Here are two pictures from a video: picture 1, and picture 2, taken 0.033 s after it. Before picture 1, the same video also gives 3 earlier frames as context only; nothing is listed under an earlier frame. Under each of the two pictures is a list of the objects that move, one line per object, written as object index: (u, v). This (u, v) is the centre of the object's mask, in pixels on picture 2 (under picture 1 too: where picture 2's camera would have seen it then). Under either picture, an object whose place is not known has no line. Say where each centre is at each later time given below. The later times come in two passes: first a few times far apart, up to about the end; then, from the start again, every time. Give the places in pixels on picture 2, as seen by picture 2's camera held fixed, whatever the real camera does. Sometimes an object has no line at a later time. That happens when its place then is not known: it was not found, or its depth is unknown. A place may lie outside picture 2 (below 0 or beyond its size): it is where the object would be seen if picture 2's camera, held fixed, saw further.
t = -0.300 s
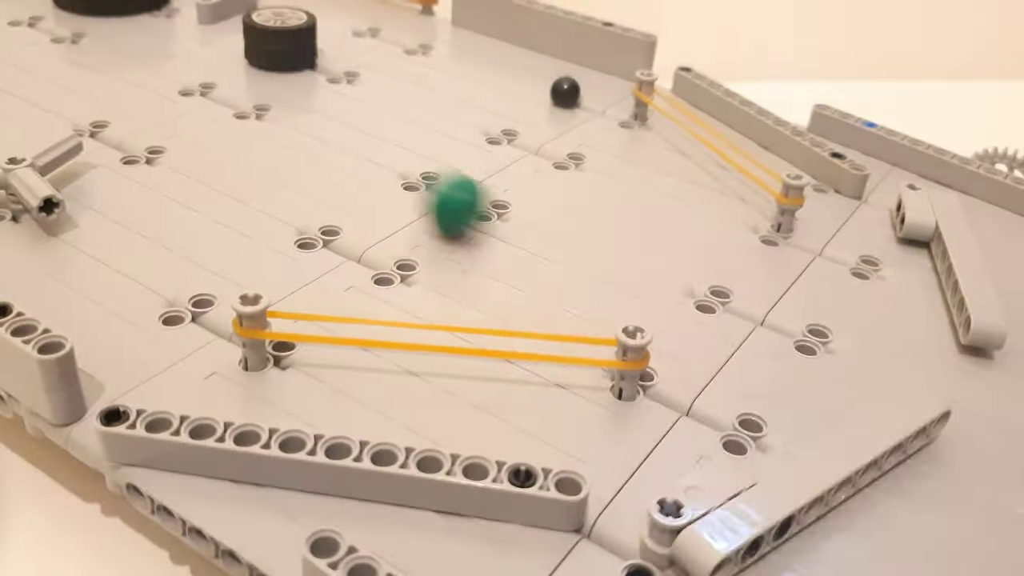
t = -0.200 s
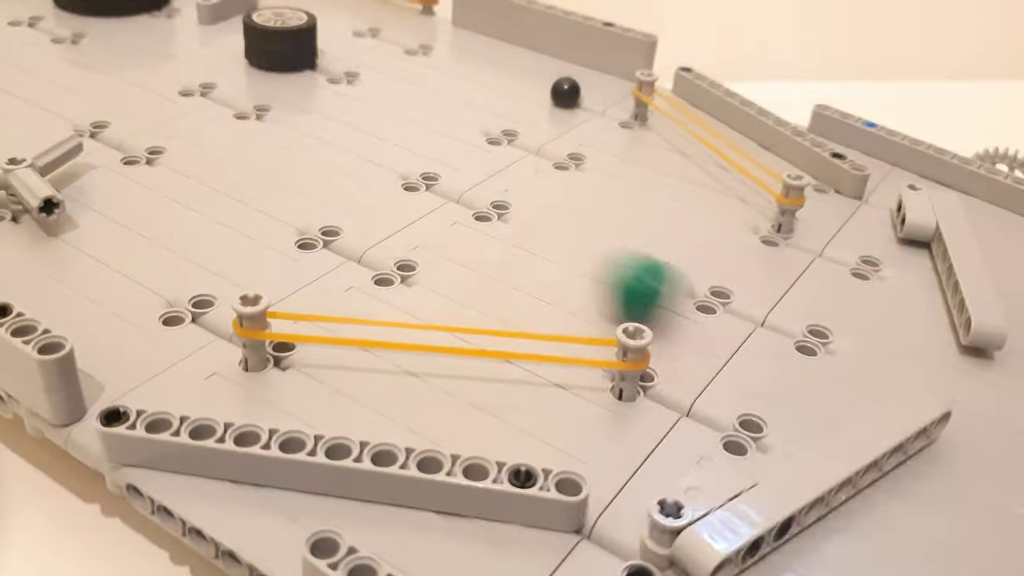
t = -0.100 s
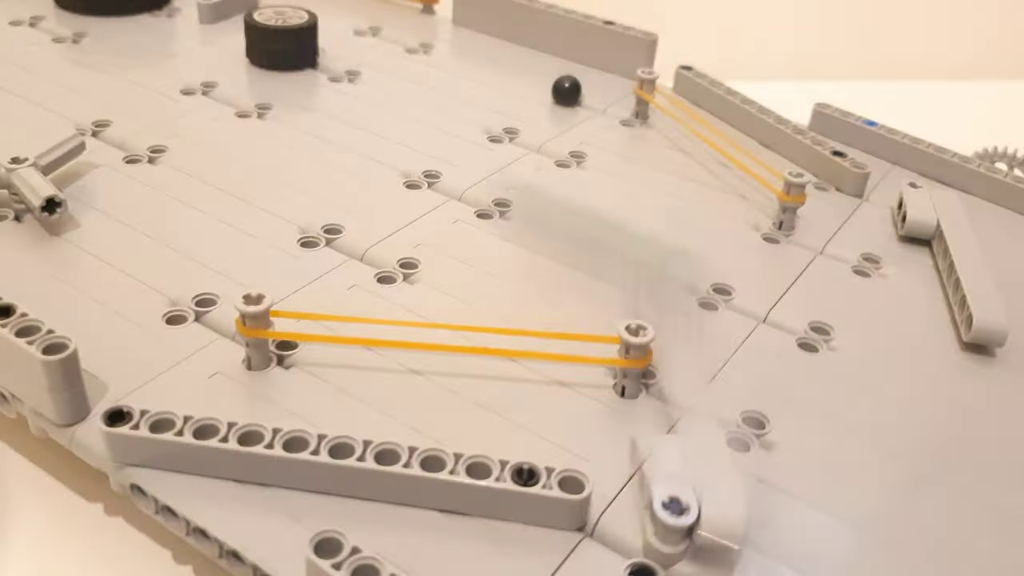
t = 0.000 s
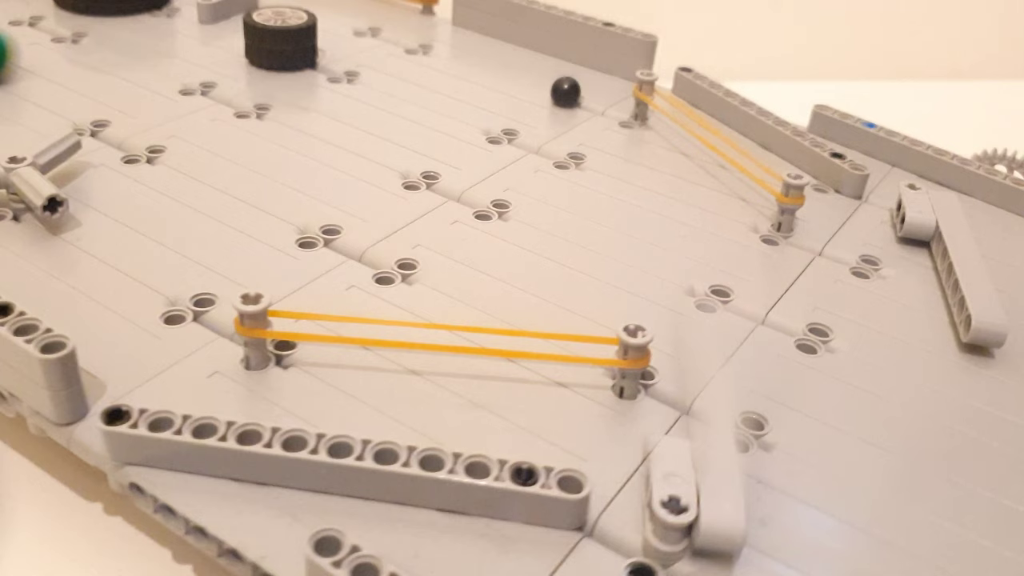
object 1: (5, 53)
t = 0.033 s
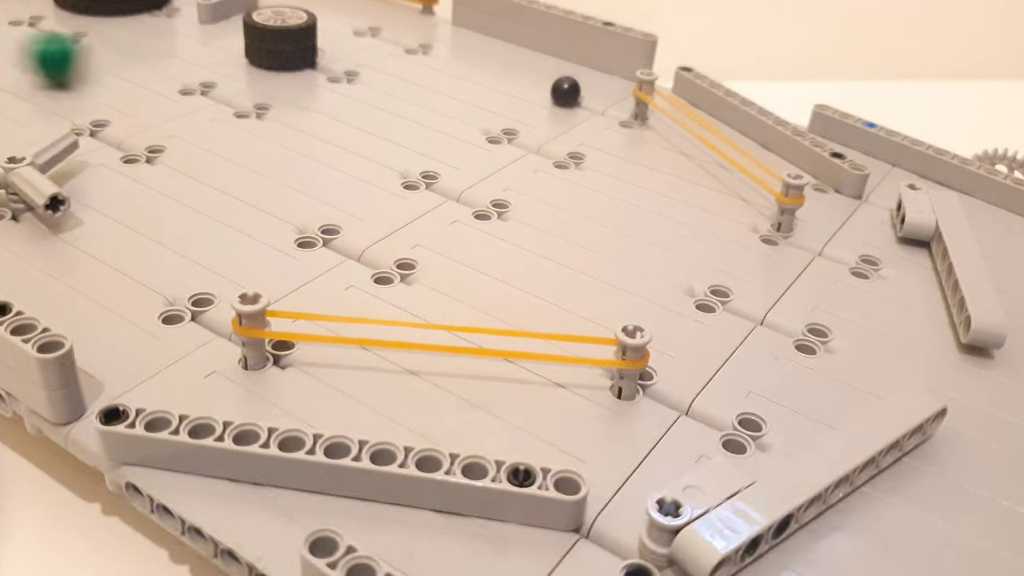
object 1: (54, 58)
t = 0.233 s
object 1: (295, 83)
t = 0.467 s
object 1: (648, 141)
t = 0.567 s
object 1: (635, 185)
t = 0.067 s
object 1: (91, 61)
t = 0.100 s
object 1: (130, 65)
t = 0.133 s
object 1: (172, 70)
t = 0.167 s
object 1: (215, 77)
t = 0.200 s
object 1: (258, 78)
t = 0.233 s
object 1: (295, 83)
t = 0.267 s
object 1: (343, 89)
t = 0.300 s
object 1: (390, 99)
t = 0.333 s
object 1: (440, 107)
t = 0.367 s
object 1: (491, 115)
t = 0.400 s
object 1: (544, 128)
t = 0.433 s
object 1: (596, 127)
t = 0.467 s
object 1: (648, 141)
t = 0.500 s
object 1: (680, 146)
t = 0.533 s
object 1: (652, 170)
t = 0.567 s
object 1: (635, 185)
